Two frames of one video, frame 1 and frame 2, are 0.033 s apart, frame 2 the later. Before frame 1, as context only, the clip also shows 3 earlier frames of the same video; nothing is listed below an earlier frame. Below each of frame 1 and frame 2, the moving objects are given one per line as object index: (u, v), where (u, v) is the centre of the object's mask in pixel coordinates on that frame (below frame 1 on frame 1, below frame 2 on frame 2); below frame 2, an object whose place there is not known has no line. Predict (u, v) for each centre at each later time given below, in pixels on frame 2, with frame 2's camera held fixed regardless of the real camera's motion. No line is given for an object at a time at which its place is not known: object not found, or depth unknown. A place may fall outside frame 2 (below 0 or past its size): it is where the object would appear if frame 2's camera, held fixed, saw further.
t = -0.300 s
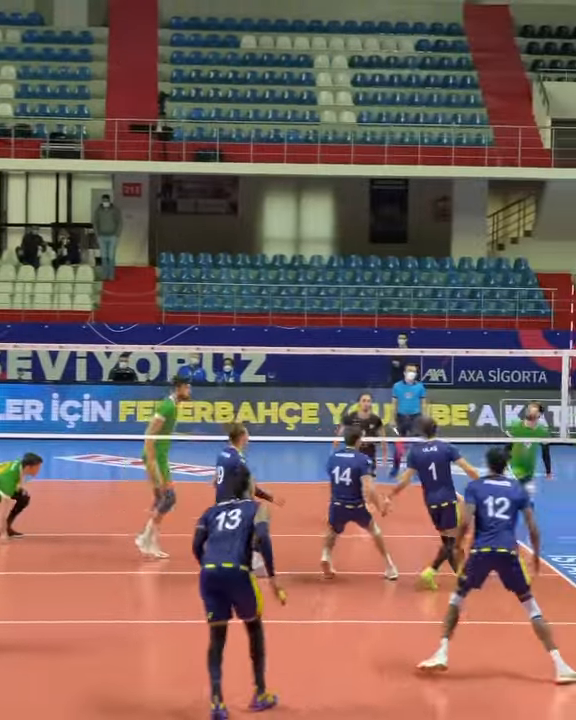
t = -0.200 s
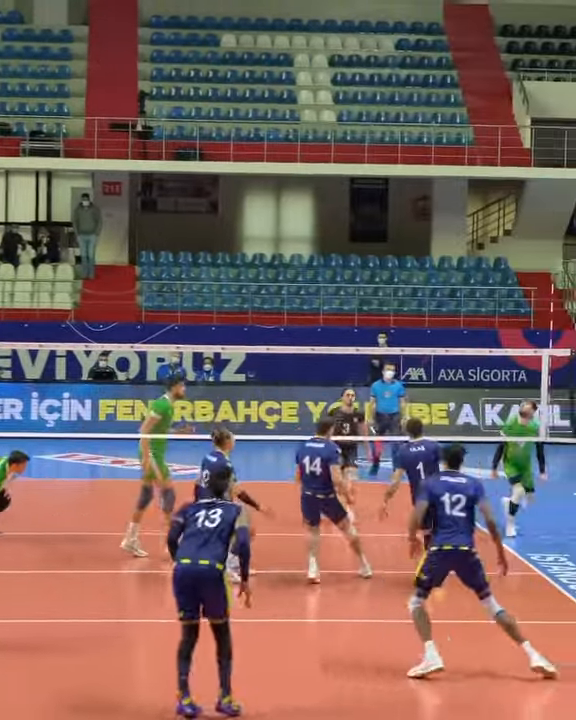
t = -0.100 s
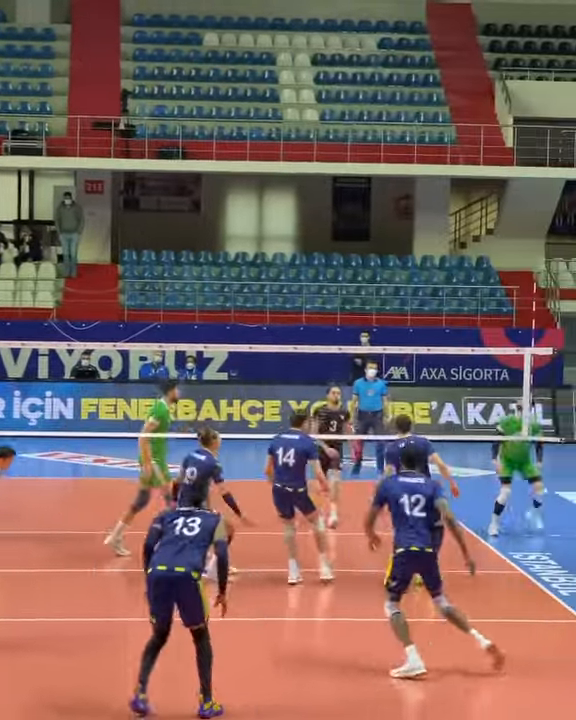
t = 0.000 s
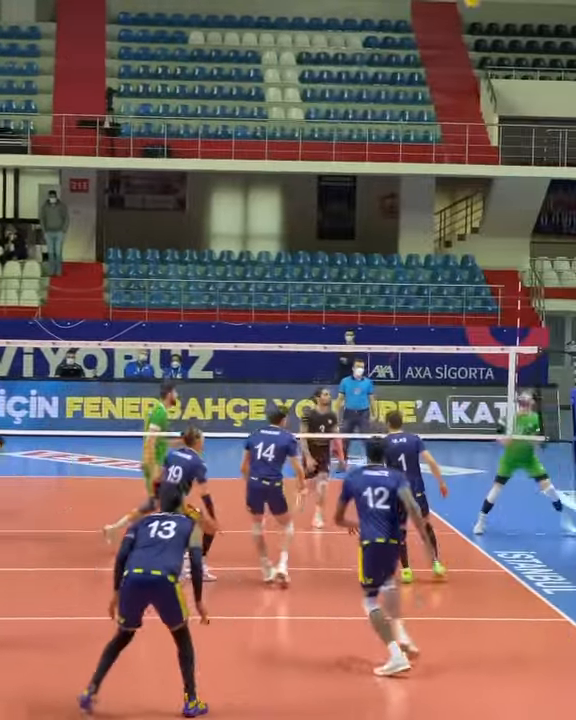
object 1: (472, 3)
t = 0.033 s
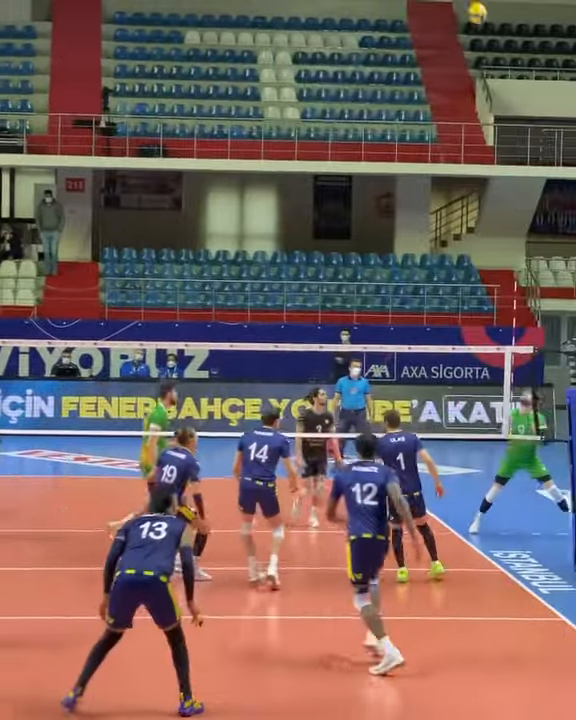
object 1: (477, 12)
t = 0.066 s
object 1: (486, 29)
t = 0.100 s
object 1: (494, 47)
